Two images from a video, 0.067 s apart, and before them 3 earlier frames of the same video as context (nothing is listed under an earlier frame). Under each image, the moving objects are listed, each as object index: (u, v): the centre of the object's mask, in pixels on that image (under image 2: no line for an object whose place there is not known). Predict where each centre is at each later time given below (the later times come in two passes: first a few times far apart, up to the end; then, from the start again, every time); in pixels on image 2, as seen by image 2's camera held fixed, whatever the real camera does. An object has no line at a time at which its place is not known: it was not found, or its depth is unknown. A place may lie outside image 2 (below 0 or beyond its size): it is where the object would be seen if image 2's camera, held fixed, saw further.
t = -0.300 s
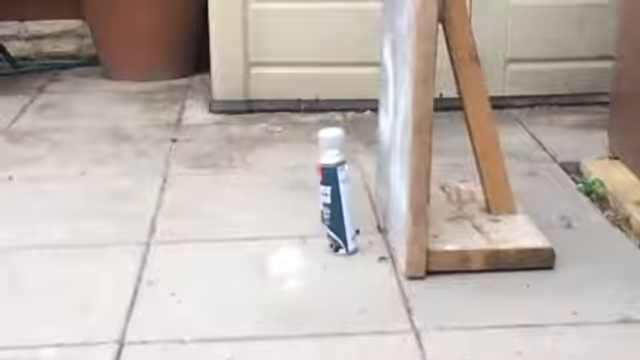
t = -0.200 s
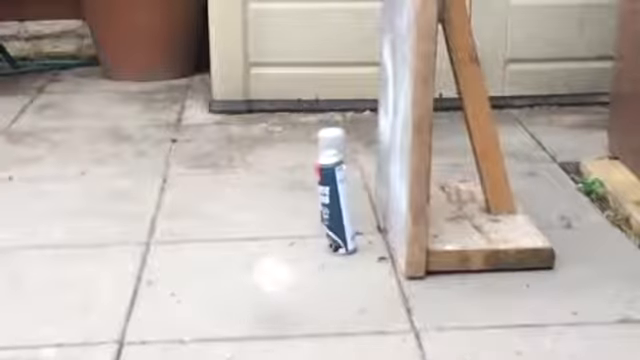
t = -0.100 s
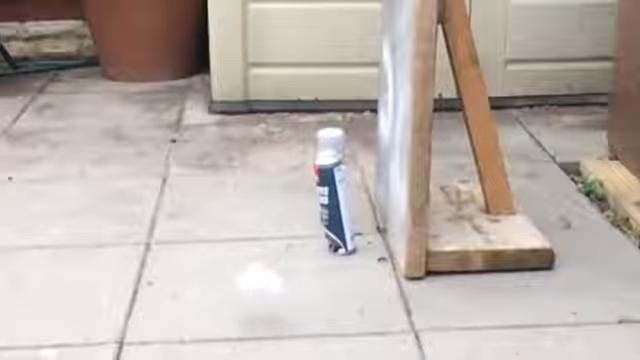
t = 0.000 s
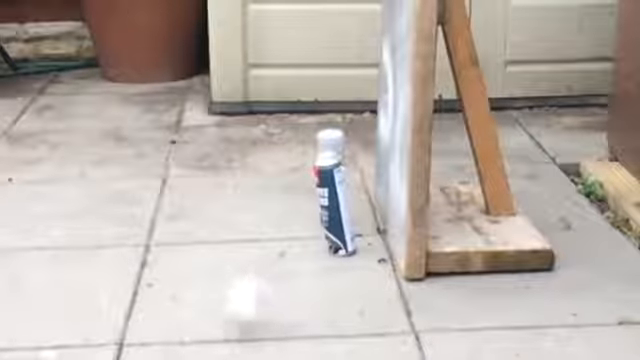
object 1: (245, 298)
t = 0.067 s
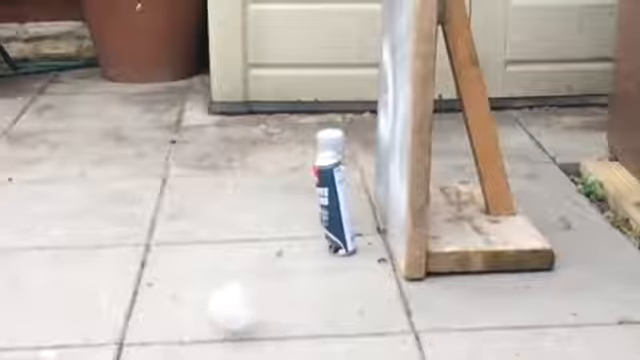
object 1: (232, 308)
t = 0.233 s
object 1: (209, 326)
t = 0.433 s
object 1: (186, 323)
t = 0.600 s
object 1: (167, 331)
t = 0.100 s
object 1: (228, 313)
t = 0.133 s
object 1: (222, 319)
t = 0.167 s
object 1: (217, 321)
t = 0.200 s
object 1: (212, 324)
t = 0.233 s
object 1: (209, 326)
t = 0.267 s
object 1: (205, 326)
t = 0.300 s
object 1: (201, 324)
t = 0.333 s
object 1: (197, 324)
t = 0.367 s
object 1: (194, 323)
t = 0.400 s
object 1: (189, 322)
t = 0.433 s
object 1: (186, 323)
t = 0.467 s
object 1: (181, 323)
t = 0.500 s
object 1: (178, 324)
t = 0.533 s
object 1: (174, 326)
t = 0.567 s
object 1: (169, 329)
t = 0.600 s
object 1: (167, 331)
